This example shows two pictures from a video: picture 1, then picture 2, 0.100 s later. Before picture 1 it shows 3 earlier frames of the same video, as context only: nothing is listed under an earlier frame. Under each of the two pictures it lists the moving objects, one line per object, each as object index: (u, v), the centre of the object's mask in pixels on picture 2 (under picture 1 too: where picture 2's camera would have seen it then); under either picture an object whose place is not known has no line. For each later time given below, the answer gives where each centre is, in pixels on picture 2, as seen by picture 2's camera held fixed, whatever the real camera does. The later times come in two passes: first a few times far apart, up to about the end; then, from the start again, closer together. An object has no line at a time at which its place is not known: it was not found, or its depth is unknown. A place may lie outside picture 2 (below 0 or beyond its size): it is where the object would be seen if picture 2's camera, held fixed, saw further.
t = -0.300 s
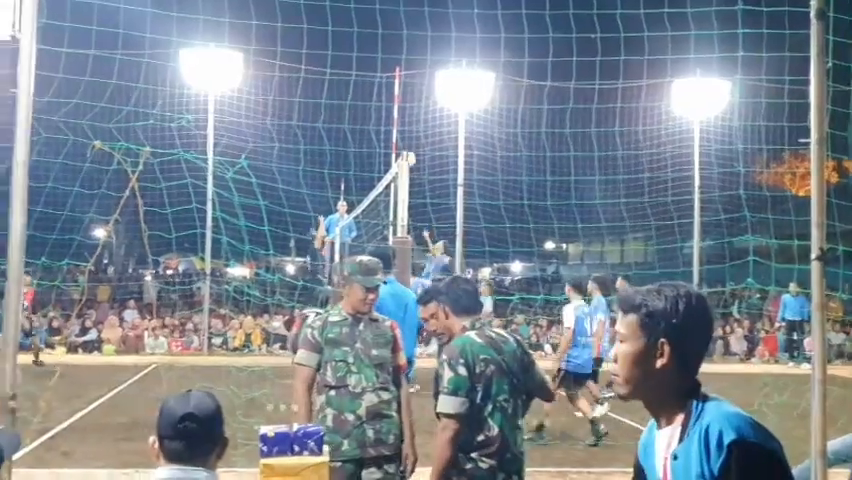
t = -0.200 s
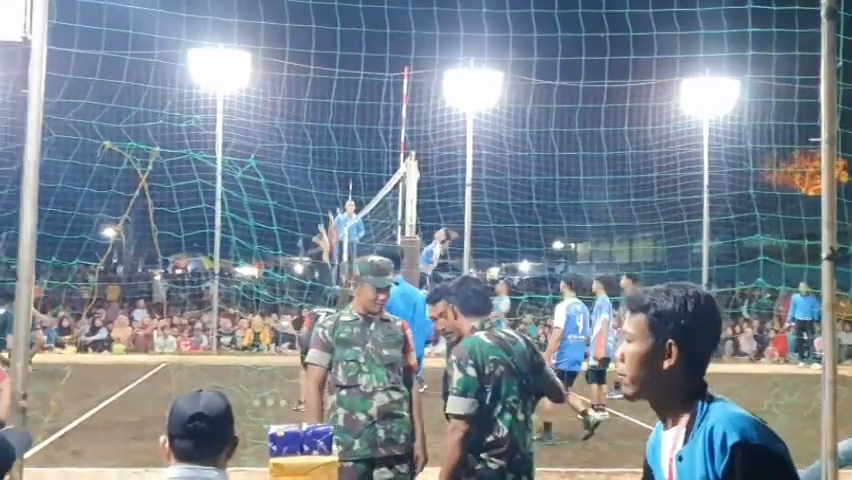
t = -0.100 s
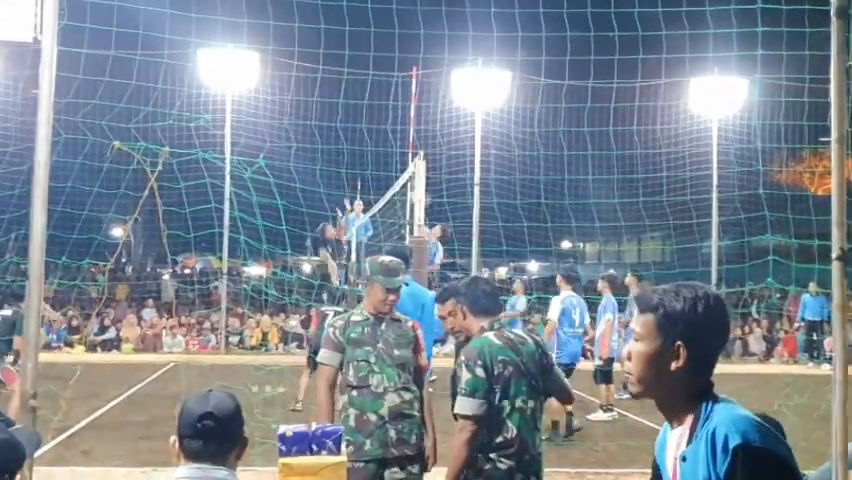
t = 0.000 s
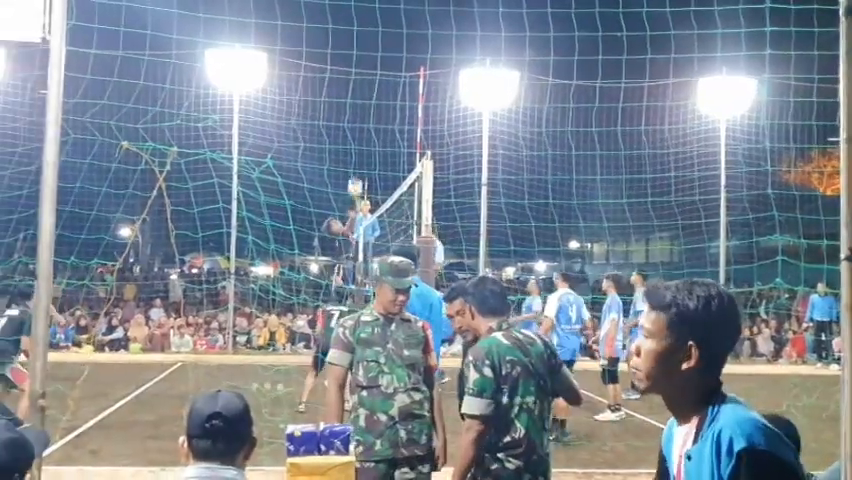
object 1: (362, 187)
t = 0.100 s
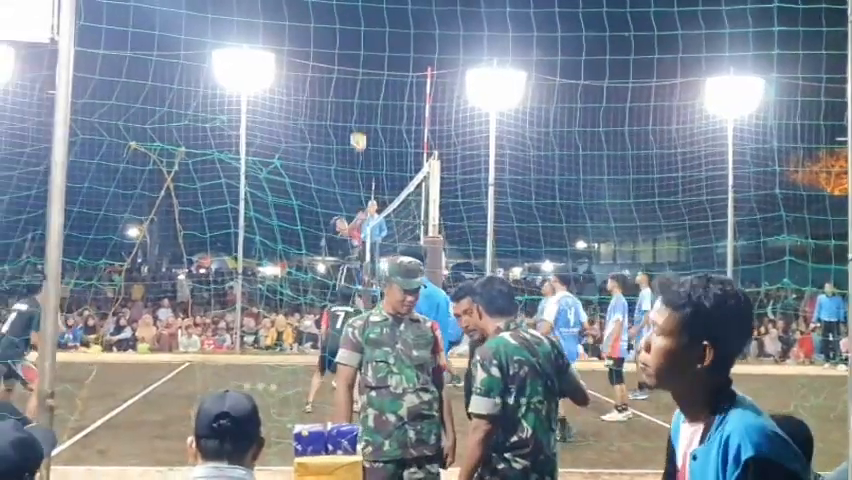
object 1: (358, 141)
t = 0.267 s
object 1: (348, 74)
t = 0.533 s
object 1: (324, 0)
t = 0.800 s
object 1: (292, -17)
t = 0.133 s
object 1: (357, 127)
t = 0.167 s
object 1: (355, 113)
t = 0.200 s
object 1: (353, 99)
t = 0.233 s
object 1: (350, 86)
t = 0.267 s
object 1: (348, 74)
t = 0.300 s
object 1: (346, 62)
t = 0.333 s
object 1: (343, 51)
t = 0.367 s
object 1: (340, 40)
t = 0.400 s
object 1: (337, 31)
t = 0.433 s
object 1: (334, 22)
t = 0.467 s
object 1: (331, 14)
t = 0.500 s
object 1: (328, 6)
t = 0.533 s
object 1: (324, 0)
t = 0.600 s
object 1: (317, -7)
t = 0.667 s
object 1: (309, -12)
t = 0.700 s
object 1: (305, -14)
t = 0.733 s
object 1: (301, -16)
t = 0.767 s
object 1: (296, -17)
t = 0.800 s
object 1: (292, -17)
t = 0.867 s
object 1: (284, -10)
